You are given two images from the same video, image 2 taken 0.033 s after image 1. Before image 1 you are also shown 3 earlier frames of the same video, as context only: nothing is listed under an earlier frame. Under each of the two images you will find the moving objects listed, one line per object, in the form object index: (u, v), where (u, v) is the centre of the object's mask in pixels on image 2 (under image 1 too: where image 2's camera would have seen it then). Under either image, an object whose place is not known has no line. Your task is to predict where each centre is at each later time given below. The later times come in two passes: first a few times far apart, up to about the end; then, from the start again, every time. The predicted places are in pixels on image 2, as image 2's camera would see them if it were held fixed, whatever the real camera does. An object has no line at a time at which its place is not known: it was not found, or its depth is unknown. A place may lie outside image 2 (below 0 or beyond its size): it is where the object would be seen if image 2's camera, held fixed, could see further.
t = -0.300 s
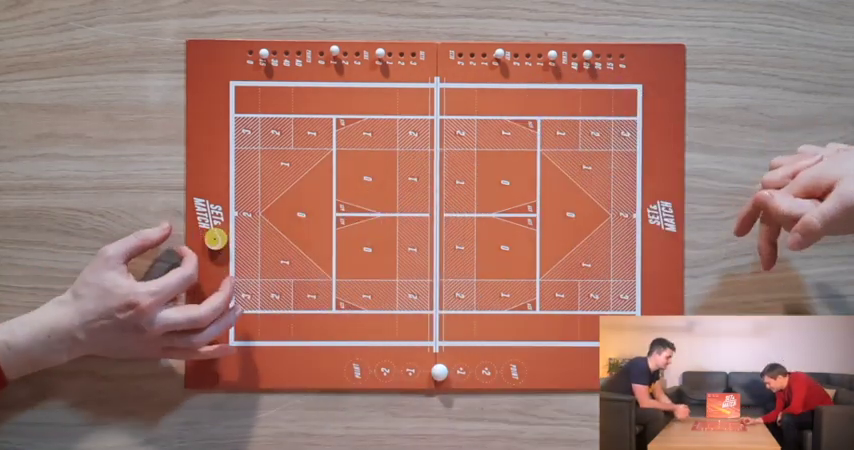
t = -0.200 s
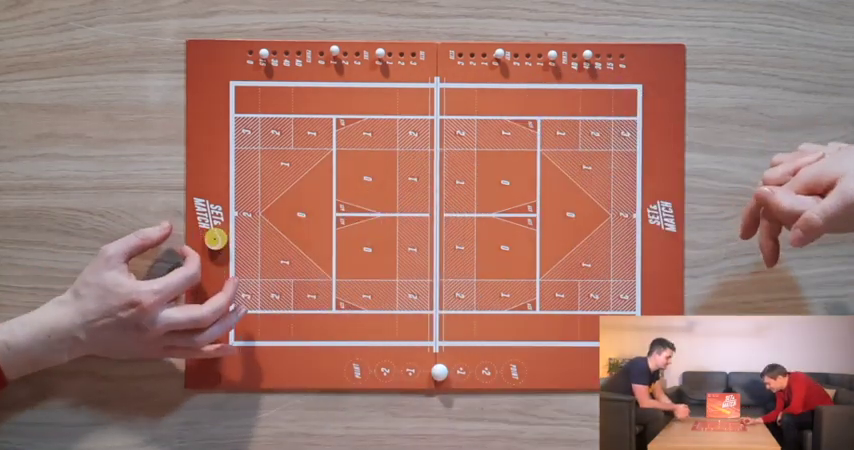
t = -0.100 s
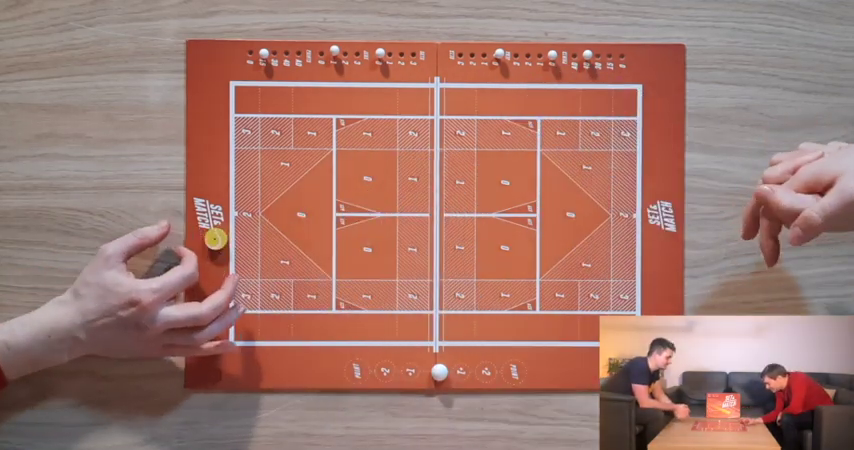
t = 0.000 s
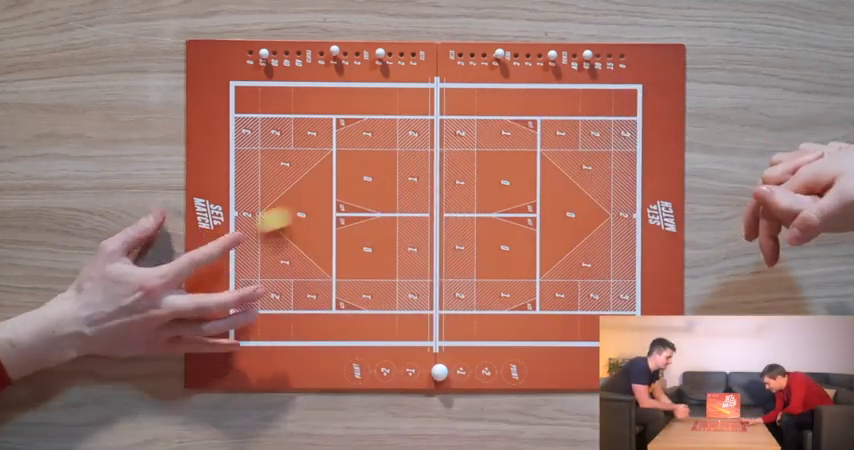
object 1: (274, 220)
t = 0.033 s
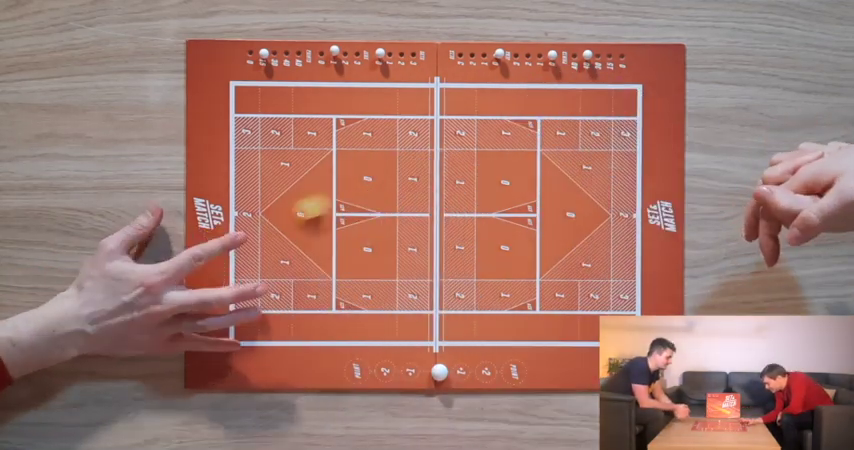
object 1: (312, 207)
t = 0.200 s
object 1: (453, 163)
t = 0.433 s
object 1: (535, 138)
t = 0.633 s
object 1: (536, 139)
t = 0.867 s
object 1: (536, 139)
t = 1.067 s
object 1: (536, 139)
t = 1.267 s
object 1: (536, 139)
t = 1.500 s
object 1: (536, 139)
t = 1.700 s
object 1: (536, 139)
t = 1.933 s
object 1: (536, 139)
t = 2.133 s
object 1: (536, 139)
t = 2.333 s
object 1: (536, 139)
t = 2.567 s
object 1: (536, 139)
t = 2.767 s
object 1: (536, 139)
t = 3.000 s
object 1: (536, 139)
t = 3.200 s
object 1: (536, 139)
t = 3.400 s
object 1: (536, 138)
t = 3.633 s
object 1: (536, 139)
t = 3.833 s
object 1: (536, 139)
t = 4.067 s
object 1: (536, 139)
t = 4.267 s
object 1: (536, 139)
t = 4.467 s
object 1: (536, 139)
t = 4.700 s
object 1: (536, 139)
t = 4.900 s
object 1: (536, 139)
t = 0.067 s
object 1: (348, 196)
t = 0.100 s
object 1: (378, 186)
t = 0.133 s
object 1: (404, 177)
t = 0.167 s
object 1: (430, 169)
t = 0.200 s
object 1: (453, 163)
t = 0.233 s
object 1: (473, 155)
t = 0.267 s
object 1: (489, 150)
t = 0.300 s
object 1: (504, 146)
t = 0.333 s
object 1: (516, 143)
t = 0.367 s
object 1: (525, 140)
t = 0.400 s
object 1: (531, 139)
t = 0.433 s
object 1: (535, 138)
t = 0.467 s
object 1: (536, 139)
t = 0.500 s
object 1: (536, 139)
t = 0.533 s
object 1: (536, 139)
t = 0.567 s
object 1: (536, 139)
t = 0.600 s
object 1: (536, 139)
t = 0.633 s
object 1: (536, 139)
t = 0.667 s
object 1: (536, 139)
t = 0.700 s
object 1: (536, 139)
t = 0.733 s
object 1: (536, 139)
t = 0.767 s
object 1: (536, 139)
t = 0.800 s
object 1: (536, 139)
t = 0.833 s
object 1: (536, 139)
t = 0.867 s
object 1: (536, 139)
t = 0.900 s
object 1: (536, 139)
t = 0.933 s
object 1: (536, 139)
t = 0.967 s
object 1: (536, 139)
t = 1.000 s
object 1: (536, 139)
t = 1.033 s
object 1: (536, 139)
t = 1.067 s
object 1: (536, 139)
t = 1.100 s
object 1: (536, 139)
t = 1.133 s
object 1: (536, 139)
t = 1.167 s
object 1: (536, 139)
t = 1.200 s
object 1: (536, 139)
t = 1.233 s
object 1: (536, 139)
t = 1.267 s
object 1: (536, 139)
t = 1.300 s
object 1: (536, 139)
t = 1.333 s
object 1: (536, 139)
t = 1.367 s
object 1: (536, 139)
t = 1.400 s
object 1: (536, 139)
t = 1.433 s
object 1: (536, 139)
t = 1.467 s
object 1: (536, 139)
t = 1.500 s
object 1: (536, 139)
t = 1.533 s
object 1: (536, 139)
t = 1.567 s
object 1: (536, 139)
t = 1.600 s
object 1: (536, 139)
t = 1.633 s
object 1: (536, 139)
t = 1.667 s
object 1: (536, 139)
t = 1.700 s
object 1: (536, 139)
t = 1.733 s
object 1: (536, 139)
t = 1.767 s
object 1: (536, 139)
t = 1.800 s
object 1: (536, 139)
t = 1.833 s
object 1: (536, 139)
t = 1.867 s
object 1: (536, 139)
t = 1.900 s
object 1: (536, 139)
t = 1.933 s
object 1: (536, 139)
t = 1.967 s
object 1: (536, 139)
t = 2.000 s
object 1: (536, 139)
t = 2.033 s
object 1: (536, 139)
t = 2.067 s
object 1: (536, 139)
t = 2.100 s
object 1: (536, 139)
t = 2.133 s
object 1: (536, 139)
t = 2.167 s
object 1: (536, 139)
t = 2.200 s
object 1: (536, 139)
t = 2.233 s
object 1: (536, 139)
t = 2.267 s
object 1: (536, 139)
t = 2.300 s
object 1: (536, 138)
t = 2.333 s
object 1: (536, 139)
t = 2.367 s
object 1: (536, 139)
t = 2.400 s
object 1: (536, 139)
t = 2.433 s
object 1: (535, 139)
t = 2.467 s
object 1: (535, 139)
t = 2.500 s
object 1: (535, 139)
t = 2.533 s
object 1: (536, 139)
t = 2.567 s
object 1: (536, 139)
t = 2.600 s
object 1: (535, 139)
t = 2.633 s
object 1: (535, 139)
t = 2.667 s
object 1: (535, 139)
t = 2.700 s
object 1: (536, 139)
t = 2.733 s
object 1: (536, 139)
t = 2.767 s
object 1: (536, 139)
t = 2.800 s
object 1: (536, 139)
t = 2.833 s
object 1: (536, 139)
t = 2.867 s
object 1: (536, 139)
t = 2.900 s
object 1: (536, 139)
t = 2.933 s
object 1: (536, 139)
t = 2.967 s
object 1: (536, 139)
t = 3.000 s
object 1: (536, 139)
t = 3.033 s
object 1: (536, 139)
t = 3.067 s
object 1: (536, 139)
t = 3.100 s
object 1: (536, 139)
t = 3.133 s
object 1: (536, 139)
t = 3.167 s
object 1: (536, 138)
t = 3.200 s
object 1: (536, 139)
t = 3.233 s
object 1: (536, 139)
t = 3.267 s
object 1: (536, 138)
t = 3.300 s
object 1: (536, 139)
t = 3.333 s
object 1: (536, 139)
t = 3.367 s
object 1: (536, 139)
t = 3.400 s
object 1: (536, 138)
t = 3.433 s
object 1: (536, 138)
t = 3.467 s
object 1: (536, 139)
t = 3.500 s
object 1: (536, 139)
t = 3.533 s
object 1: (536, 138)
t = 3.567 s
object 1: (536, 139)
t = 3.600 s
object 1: (536, 139)
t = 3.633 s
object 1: (536, 139)
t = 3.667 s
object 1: (536, 139)
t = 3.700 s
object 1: (536, 139)
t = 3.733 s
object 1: (536, 139)
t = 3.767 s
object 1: (536, 139)
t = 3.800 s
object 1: (536, 139)
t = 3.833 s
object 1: (536, 139)
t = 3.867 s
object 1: (536, 139)
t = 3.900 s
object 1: (536, 139)
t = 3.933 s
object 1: (536, 139)
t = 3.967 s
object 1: (536, 139)
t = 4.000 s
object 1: (536, 139)
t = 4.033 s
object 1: (536, 139)
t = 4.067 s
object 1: (536, 139)
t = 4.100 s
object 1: (536, 139)
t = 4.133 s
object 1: (536, 139)
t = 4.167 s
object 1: (536, 139)
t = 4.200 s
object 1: (536, 139)
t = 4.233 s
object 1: (536, 138)
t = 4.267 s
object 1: (536, 139)
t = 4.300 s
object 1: (536, 139)
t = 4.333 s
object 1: (536, 139)
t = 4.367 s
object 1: (536, 138)
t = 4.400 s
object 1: (536, 138)
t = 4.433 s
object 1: (536, 139)
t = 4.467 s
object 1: (536, 139)
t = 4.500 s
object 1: (536, 139)
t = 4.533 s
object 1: (536, 138)
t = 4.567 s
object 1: (536, 139)
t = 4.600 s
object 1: (536, 139)
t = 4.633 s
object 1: (536, 139)
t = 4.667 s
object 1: (536, 139)
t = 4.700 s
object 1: (536, 139)
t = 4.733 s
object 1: (536, 139)
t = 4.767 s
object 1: (536, 139)
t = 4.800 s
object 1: (536, 139)
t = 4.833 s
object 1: (536, 139)
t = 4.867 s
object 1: (536, 138)
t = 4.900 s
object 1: (536, 139)
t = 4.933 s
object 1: (536, 139)
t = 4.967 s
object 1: (536, 139)
